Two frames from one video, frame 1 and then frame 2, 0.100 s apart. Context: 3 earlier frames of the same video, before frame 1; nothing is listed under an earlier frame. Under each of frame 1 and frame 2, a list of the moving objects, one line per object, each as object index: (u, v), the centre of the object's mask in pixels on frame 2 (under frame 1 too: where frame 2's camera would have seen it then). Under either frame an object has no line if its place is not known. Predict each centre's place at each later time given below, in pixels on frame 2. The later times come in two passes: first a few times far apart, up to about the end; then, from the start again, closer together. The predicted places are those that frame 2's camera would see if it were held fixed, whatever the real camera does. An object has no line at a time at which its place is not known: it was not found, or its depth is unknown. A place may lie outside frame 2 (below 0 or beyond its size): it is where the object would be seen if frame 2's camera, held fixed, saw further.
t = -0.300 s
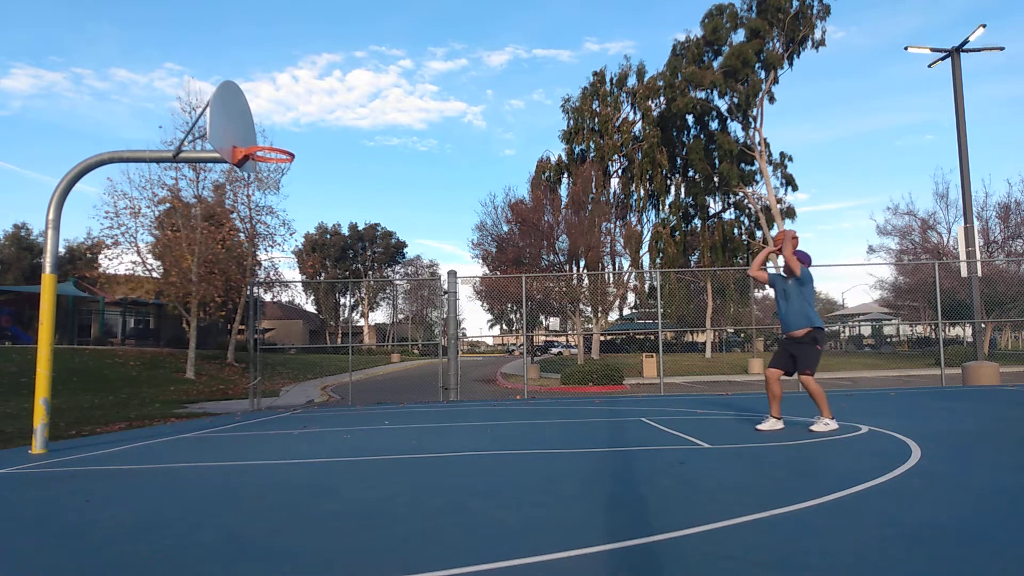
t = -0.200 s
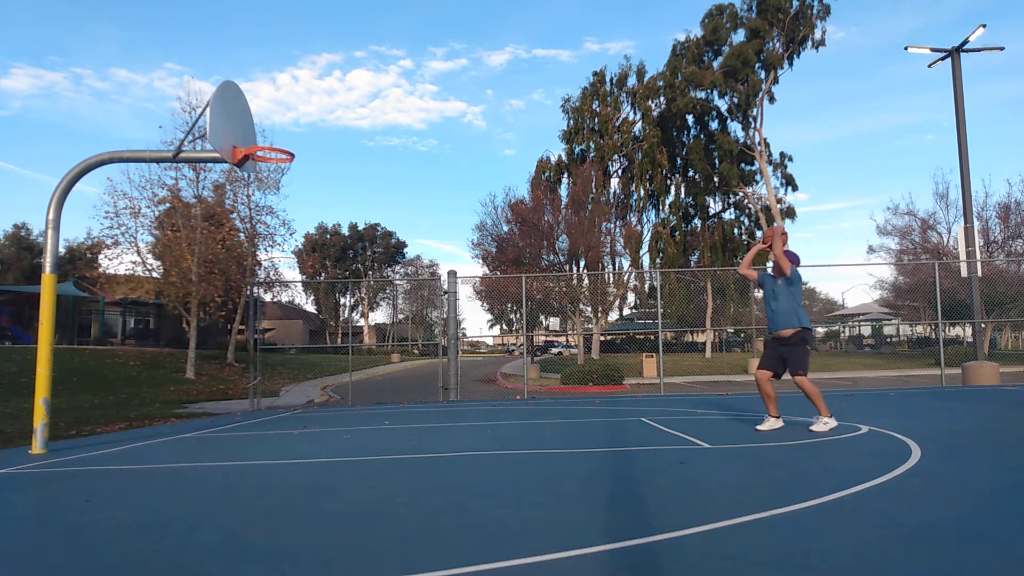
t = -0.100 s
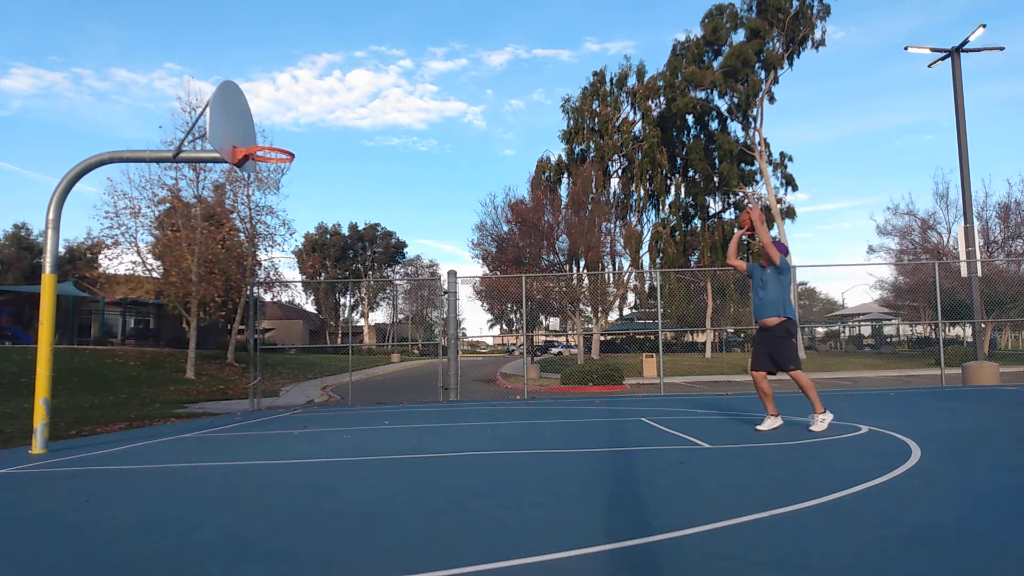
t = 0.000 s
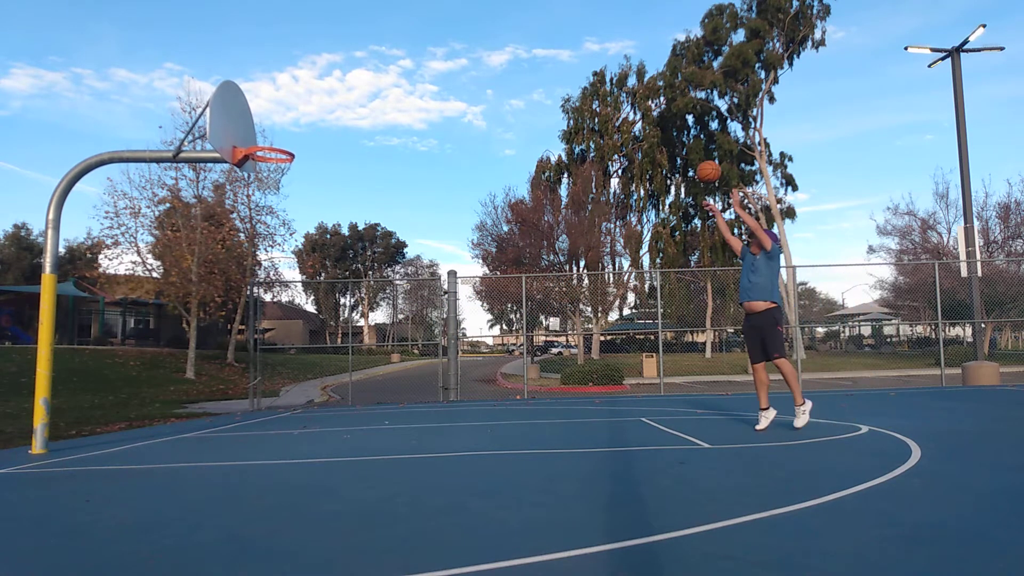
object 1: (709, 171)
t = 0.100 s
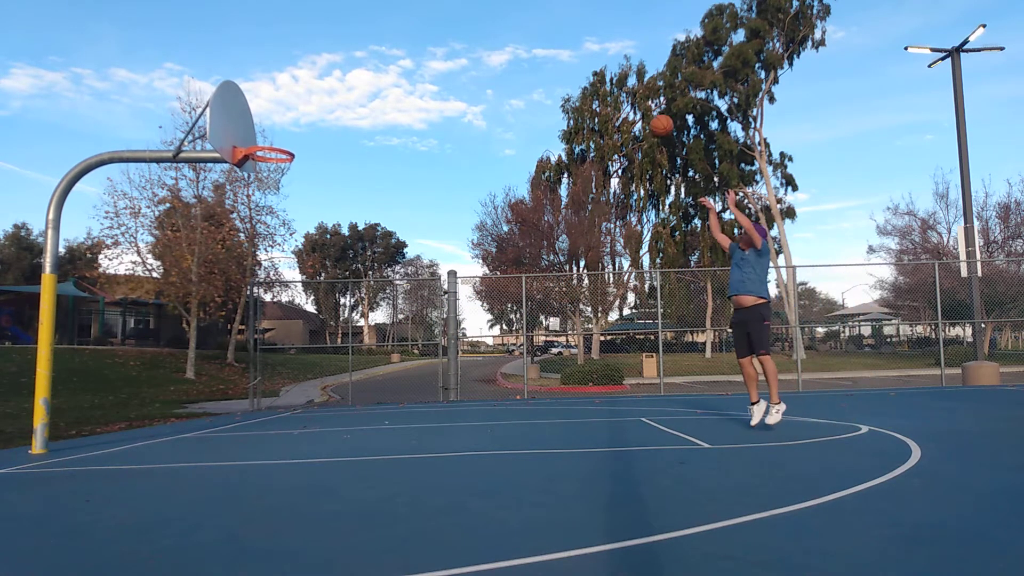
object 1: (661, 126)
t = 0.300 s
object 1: (571, 65)
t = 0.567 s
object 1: (459, 40)
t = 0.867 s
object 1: (338, 87)
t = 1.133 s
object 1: (251, 169)
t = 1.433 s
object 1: (261, 217)
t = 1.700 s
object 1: (266, 326)
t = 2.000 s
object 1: (277, 385)
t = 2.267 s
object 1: (301, 329)
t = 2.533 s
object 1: (322, 335)
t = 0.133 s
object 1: (646, 113)
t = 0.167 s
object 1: (631, 101)
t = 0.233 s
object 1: (601, 81)
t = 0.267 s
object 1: (586, 72)
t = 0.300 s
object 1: (571, 65)
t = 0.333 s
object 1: (557, 58)
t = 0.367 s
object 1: (543, 52)
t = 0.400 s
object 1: (529, 48)
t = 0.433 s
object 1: (515, 44)
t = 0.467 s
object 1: (500, 42)
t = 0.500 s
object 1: (487, 40)
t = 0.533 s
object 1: (473, 40)
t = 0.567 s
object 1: (459, 40)
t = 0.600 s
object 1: (445, 42)
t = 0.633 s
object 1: (432, 44)
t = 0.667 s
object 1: (418, 47)
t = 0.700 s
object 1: (405, 51)
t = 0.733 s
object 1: (391, 57)
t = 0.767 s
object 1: (378, 63)
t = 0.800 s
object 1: (365, 70)
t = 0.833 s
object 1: (351, 78)
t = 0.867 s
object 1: (338, 87)
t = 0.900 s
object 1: (325, 97)
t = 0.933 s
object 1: (312, 108)
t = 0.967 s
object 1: (299, 120)
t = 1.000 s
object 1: (285, 133)
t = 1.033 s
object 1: (273, 146)
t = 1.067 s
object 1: (259, 162)
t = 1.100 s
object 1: (251, 170)
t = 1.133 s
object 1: (251, 169)
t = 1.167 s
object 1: (252, 172)
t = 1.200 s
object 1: (254, 174)
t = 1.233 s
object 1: (255, 177)
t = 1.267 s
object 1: (256, 182)
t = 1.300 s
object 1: (258, 187)
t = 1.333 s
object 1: (258, 193)
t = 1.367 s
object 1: (259, 200)
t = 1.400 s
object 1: (260, 208)
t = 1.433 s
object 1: (261, 217)
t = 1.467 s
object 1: (262, 227)
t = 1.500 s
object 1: (262, 239)
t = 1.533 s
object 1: (263, 251)
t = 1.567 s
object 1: (263, 264)
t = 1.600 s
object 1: (264, 278)
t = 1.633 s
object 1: (265, 293)
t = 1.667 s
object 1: (265, 309)
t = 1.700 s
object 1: (266, 326)
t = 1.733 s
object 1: (265, 344)
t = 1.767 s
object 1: (265, 364)
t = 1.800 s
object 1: (265, 384)
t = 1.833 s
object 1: (266, 406)
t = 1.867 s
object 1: (266, 428)
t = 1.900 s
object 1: (269, 423)
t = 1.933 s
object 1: (272, 409)
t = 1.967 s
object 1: (275, 396)
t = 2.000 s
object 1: (277, 385)
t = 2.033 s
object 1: (280, 374)
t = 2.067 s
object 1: (283, 365)
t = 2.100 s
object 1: (287, 356)
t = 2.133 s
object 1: (289, 349)
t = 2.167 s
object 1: (292, 342)
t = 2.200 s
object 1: (295, 337)
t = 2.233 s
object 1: (297, 332)
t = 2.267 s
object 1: (301, 329)
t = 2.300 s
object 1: (303, 326)
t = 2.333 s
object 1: (306, 324)
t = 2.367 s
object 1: (309, 323)
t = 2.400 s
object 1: (311, 324)
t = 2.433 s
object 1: (313, 325)
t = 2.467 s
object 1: (316, 327)
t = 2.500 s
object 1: (319, 331)
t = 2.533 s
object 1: (322, 335)
